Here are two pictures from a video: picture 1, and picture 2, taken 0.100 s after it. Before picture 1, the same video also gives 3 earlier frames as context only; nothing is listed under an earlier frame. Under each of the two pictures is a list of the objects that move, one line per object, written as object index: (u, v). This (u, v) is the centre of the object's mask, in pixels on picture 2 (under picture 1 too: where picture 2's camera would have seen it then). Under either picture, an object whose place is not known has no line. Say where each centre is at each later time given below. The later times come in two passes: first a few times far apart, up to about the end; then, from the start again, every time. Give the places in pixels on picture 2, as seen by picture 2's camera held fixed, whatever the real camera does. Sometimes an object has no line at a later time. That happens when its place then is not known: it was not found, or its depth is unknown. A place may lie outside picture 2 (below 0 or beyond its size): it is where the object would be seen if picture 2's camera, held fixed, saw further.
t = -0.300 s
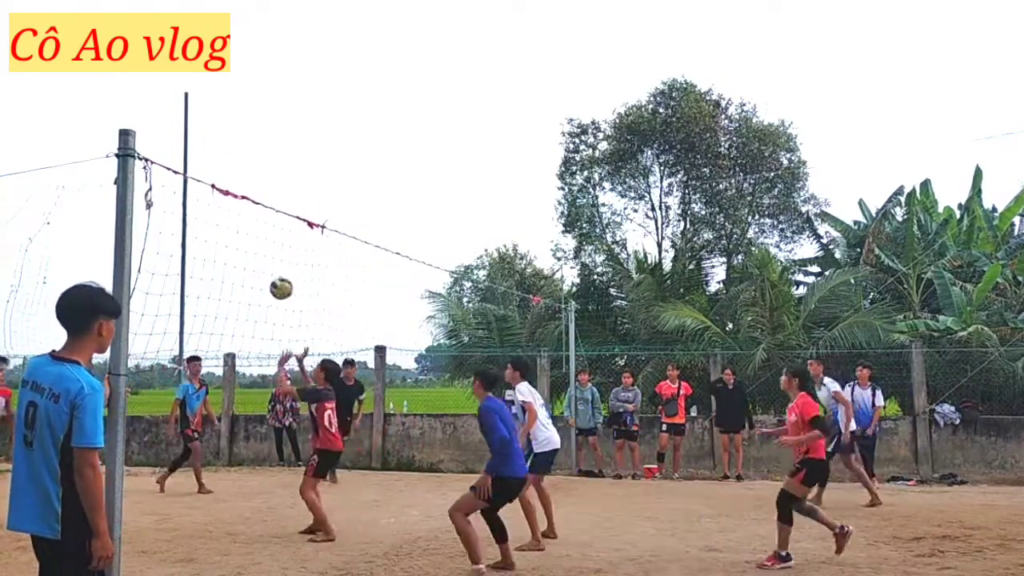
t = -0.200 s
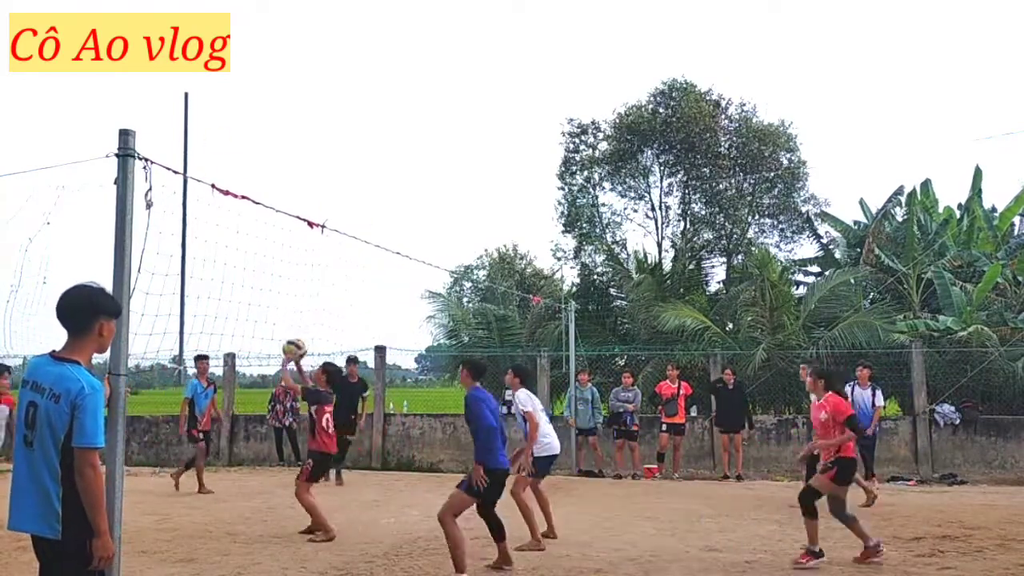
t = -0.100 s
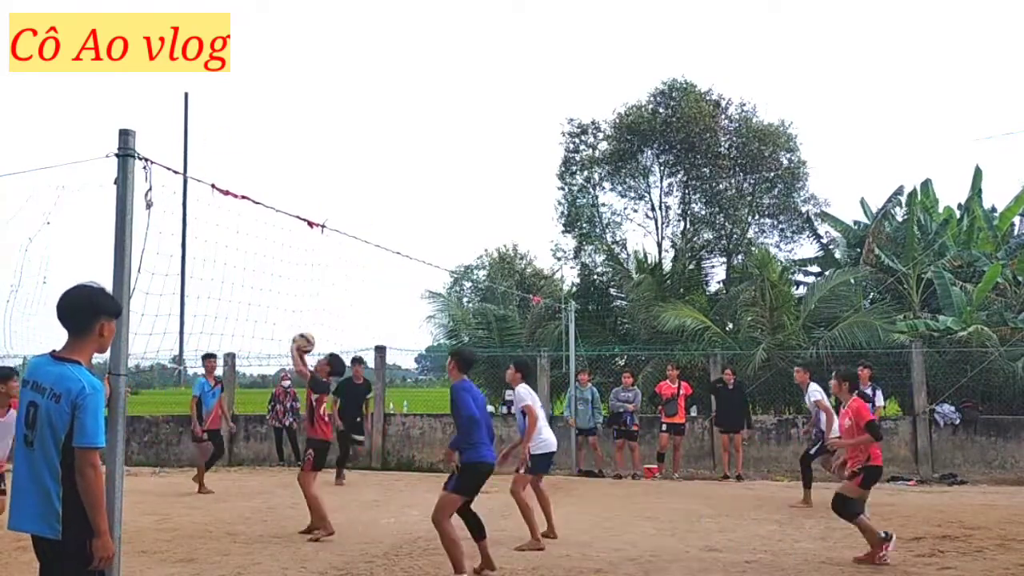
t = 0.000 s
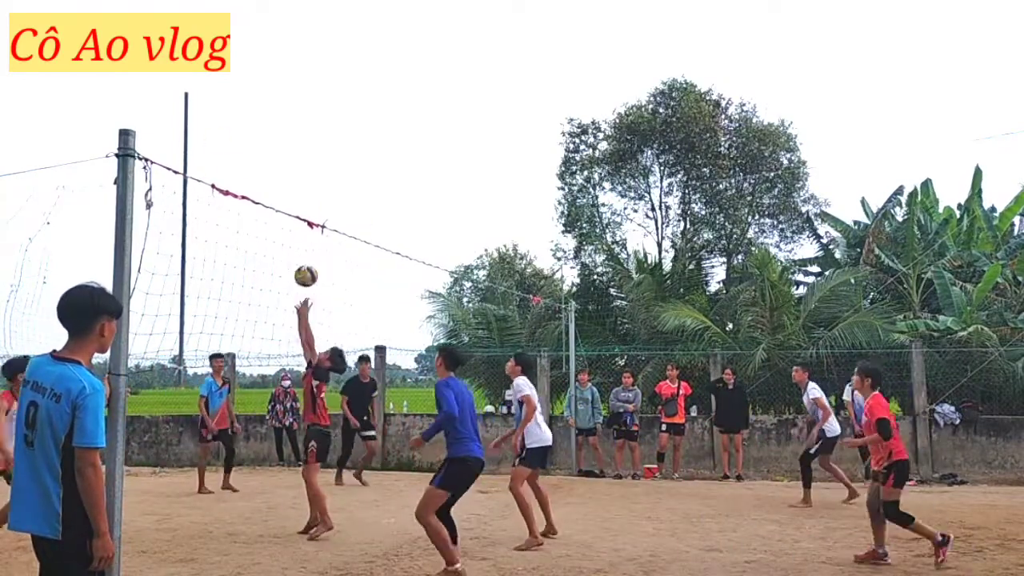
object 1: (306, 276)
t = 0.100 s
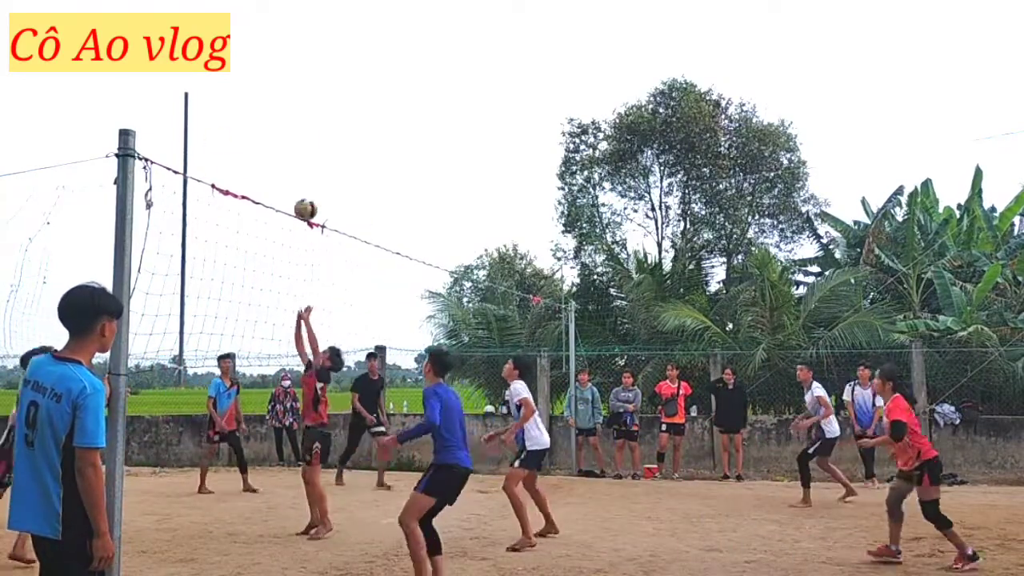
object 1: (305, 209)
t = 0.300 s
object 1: (303, 107)
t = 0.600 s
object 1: (300, 27)
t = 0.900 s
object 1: (295, 45)
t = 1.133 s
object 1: (291, 135)
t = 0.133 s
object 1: (305, 190)
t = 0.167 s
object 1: (304, 171)
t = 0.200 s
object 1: (304, 153)
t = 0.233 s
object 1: (304, 136)
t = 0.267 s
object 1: (304, 121)
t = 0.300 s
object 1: (303, 107)
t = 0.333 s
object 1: (303, 94)
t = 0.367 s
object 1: (303, 82)
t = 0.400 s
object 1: (302, 70)
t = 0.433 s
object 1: (302, 61)
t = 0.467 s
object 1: (302, 52)
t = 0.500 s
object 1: (301, 44)
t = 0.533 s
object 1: (301, 37)
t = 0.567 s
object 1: (300, 32)
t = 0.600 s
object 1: (300, 27)
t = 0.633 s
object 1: (299, 25)
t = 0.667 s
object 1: (299, 23)
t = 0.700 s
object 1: (298, 22)
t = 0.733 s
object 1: (298, 23)
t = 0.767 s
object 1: (298, 24)
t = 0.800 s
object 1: (297, 28)
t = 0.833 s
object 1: (296, 32)
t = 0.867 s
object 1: (296, 38)
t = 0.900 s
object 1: (295, 45)
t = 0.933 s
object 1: (295, 54)
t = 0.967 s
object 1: (294, 64)
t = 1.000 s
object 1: (294, 75)
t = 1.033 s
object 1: (293, 87)
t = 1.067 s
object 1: (292, 102)
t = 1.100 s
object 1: (292, 118)
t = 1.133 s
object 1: (291, 135)
